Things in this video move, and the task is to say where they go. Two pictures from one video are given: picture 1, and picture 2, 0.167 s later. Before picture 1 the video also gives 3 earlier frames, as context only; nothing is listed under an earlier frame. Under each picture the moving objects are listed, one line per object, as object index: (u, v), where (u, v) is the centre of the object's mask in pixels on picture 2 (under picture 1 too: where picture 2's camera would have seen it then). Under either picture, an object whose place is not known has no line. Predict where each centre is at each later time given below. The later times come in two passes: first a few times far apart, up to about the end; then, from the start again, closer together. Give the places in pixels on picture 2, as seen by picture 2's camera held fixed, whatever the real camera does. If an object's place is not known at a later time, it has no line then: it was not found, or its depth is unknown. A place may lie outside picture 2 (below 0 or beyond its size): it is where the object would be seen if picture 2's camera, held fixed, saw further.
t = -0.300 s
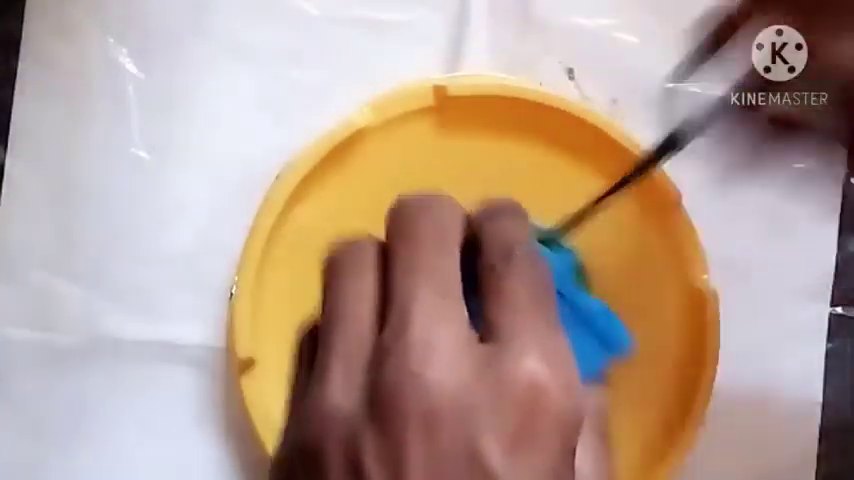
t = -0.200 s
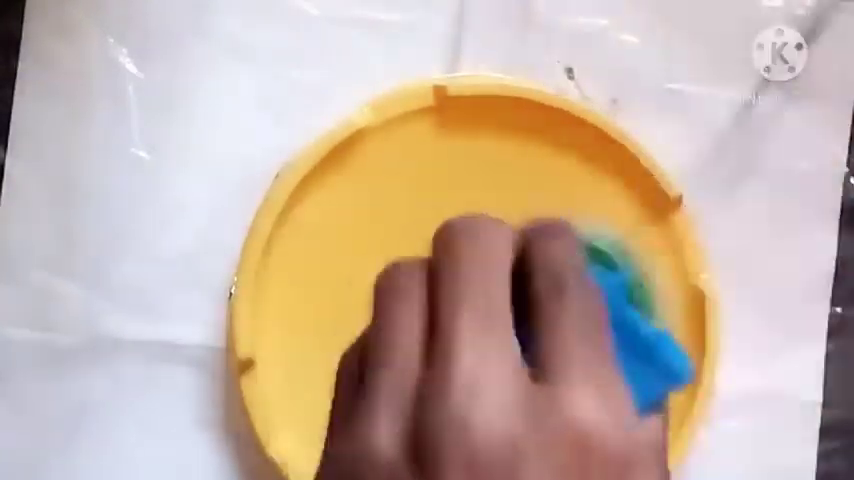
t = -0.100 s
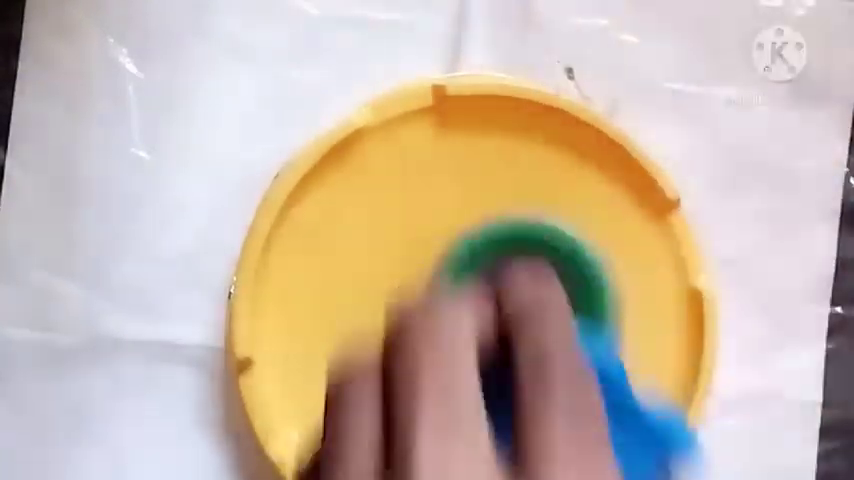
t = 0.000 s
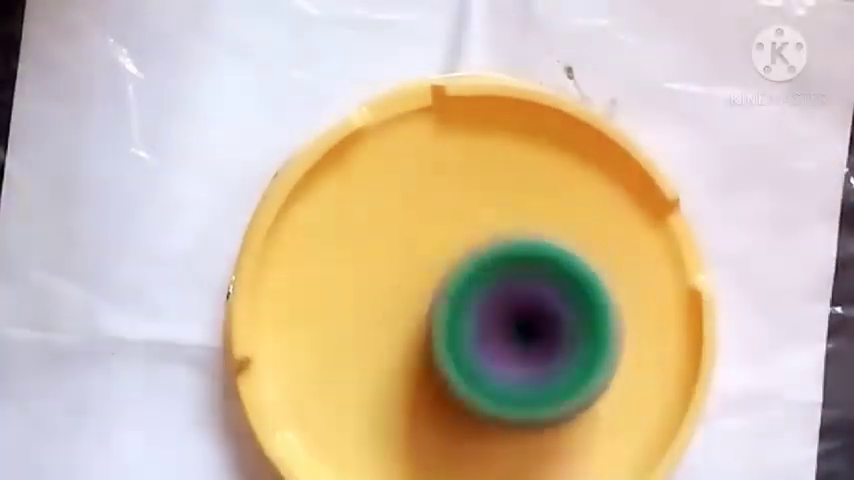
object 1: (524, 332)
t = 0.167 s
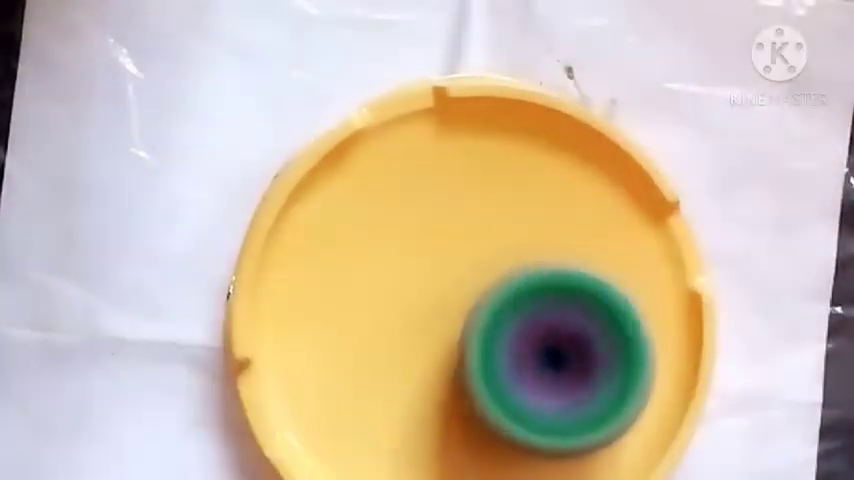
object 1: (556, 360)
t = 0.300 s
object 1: (545, 366)
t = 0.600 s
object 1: (497, 350)
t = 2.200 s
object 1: (521, 275)
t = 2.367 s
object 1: (527, 283)
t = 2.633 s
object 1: (546, 303)
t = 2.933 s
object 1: (551, 322)
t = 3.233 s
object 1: (527, 336)
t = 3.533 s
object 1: (511, 336)
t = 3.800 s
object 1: (498, 327)
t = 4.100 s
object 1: (492, 319)
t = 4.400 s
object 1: (498, 299)
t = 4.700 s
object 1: (501, 293)
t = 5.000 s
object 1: (522, 292)
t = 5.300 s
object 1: (525, 294)
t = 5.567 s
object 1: (525, 312)
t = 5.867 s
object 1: (519, 324)
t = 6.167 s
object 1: (507, 322)
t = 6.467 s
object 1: (497, 313)
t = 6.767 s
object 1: (504, 303)
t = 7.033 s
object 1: (502, 305)
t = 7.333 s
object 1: (513, 300)
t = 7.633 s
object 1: (517, 306)
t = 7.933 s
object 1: (515, 306)
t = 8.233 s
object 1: (517, 316)
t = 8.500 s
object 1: (509, 312)
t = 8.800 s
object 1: (507, 304)
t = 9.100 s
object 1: (508, 309)
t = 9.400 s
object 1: (514, 306)
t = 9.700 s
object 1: (513, 315)
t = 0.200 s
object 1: (556, 363)
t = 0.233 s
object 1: (554, 365)
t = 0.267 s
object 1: (551, 366)
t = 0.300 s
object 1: (545, 366)
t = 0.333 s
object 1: (537, 365)
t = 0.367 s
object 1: (529, 364)
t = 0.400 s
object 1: (520, 362)
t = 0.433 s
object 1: (512, 360)
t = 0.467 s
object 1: (506, 358)
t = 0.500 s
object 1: (501, 355)
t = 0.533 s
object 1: (499, 353)
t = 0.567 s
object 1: (497, 351)
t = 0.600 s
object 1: (497, 350)
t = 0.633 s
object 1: (496, 349)
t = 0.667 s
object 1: (497, 349)
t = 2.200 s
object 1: (521, 275)
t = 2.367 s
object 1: (527, 283)
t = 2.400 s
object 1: (529, 286)
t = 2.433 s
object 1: (531, 288)
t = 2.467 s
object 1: (534, 291)
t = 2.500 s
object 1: (537, 293)
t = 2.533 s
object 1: (540, 296)
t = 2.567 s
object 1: (542, 298)
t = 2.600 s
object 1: (545, 301)
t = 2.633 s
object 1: (546, 303)
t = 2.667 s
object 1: (548, 307)
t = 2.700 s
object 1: (549, 309)
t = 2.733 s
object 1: (550, 312)
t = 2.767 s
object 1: (550, 314)
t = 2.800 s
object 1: (551, 315)
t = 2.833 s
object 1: (551, 317)
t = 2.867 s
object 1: (551, 319)
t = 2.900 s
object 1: (551, 320)
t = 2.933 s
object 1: (551, 322)
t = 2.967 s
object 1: (550, 324)
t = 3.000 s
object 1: (548, 325)
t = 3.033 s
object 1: (546, 327)
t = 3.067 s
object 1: (543, 328)
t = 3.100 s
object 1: (540, 330)
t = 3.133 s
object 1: (537, 331)
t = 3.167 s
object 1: (533, 332)
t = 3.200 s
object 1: (530, 334)
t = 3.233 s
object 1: (527, 336)
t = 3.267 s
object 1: (524, 337)
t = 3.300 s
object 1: (521, 339)
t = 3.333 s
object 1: (518, 340)
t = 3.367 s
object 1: (515, 340)
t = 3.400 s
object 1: (513, 339)
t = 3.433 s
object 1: (512, 339)
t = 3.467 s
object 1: (512, 338)
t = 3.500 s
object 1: (511, 336)
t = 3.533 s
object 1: (511, 336)
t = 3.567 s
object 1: (510, 335)
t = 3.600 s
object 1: (509, 334)
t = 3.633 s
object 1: (508, 333)
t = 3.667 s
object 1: (506, 332)
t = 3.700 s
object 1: (505, 331)
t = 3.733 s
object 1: (502, 330)
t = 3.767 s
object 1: (500, 328)
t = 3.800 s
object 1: (498, 327)
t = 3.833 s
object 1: (495, 326)
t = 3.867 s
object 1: (493, 325)
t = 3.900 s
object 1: (490, 324)
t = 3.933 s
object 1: (489, 322)
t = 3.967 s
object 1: (488, 321)
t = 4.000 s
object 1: (489, 320)
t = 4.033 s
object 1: (490, 319)
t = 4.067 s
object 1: (491, 319)
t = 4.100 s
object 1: (492, 319)
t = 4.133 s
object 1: (493, 318)
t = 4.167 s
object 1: (493, 316)
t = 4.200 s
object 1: (494, 314)
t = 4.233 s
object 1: (494, 311)
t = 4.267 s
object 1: (495, 308)
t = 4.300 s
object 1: (496, 305)
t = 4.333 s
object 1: (497, 302)
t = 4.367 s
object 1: (497, 300)
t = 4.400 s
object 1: (498, 299)
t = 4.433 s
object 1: (498, 298)
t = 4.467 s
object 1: (498, 297)
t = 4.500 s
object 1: (498, 297)
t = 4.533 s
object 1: (498, 298)
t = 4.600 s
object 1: (498, 297)
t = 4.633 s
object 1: (499, 296)
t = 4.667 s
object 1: (500, 295)
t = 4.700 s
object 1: (501, 293)
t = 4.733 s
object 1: (503, 293)
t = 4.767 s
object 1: (505, 292)
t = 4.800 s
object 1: (507, 292)
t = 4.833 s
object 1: (509, 291)
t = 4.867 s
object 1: (511, 291)
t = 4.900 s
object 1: (514, 291)
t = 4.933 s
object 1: (517, 292)
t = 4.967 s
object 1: (520, 292)
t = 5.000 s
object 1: (522, 292)
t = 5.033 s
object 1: (524, 293)
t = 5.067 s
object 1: (525, 293)
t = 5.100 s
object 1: (525, 293)
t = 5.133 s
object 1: (526, 293)
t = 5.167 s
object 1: (526, 293)
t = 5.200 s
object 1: (526, 292)
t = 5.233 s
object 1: (526, 292)
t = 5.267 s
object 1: (526, 293)
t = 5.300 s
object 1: (525, 294)
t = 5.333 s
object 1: (526, 295)
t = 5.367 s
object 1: (526, 297)
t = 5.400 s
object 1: (526, 300)
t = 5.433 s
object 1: (525, 302)
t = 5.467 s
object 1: (526, 305)
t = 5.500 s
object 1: (525, 307)
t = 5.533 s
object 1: (525, 310)
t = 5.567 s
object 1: (525, 312)
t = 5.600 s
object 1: (524, 315)
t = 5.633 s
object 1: (525, 317)
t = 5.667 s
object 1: (525, 318)
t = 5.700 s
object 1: (525, 319)
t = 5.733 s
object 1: (524, 321)
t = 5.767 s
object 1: (524, 321)
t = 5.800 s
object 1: (523, 322)
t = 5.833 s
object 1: (521, 322)
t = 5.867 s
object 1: (519, 324)
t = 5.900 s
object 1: (516, 325)
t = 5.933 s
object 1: (513, 324)
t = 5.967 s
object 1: (511, 323)
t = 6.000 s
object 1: (510, 323)
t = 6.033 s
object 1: (509, 322)
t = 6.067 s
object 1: (508, 321)
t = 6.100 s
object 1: (507, 322)
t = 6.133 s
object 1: (507, 322)
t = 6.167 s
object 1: (507, 322)
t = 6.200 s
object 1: (507, 322)
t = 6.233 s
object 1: (507, 322)
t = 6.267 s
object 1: (506, 321)
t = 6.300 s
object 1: (504, 321)
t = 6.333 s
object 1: (503, 322)
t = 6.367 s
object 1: (501, 321)
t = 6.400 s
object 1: (500, 318)
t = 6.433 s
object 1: (498, 316)
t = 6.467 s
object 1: (497, 313)
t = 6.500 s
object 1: (496, 312)
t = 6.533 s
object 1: (496, 310)
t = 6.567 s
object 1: (497, 307)
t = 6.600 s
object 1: (498, 304)
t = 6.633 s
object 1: (500, 303)
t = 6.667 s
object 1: (500, 304)
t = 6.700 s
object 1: (502, 304)
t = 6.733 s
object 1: (503, 304)
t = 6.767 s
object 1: (504, 303)
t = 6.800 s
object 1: (504, 303)
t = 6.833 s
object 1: (504, 305)
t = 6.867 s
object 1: (504, 306)
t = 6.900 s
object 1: (504, 306)
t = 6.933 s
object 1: (503, 305)
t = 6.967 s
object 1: (501, 307)
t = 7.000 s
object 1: (501, 306)
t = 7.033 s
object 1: (502, 305)
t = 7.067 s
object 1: (502, 302)
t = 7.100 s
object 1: (501, 302)
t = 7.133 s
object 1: (503, 302)
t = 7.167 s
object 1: (505, 301)
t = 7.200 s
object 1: (507, 300)
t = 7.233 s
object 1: (507, 300)
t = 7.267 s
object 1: (509, 301)
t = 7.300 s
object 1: (512, 301)
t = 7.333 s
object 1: (513, 300)
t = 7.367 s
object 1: (514, 302)
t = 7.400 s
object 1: (515, 303)
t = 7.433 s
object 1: (517, 303)
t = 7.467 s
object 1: (517, 302)
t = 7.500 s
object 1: (517, 304)
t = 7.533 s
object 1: (517, 304)
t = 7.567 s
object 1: (518, 303)
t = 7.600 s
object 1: (517, 304)
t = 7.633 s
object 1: (517, 306)
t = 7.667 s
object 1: (518, 305)
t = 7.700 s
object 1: (517, 305)
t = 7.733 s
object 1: (515, 308)
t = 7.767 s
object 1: (514, 308)
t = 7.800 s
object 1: (515, 306)
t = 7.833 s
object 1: (514, 307)
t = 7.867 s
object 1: (514, 308)
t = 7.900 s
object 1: (516, 306)
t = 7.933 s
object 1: (515, 306)
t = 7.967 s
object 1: (515, 309)
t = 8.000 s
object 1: (518, 308)
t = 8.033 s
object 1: (518, 308)
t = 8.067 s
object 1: (518, 312)
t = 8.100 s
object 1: (519, 312)
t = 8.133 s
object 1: (520, 313)
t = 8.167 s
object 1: (518, 317)
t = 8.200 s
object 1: (519, 316)
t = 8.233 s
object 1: (517, 316)
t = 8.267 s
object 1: (515, 320)
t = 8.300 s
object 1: (516, 318)
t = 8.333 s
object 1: (513, 317)
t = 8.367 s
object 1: (511, 320)
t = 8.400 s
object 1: (512, 316)
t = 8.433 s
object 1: (509, 315)
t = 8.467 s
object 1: (508, 316)
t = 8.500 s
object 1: (509, 312)
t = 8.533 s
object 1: (507, 311)
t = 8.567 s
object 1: (506, 310)
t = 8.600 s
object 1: (506, 306)
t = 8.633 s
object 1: (504, 307)
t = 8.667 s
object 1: (505, 306)
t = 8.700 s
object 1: (505, 303)
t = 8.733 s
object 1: (505, 306)
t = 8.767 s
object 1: (508, 304)
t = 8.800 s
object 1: (507, 304)
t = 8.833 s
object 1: (508, 306)
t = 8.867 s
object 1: (511, 305)
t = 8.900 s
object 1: (509, 308)
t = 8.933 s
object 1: (511, 308)
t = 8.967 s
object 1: (511, 307)
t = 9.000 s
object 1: (509, 310)
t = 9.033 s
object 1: (510, 307)
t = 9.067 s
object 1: (507, 309)
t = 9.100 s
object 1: (508, 309)
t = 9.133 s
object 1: (508, 306)
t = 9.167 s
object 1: (506, 308)
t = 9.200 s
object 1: (508, 304)
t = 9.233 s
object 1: (507, 304)
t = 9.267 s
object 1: (509, 304)
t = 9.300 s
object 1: (510, 302)
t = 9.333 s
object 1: (511, 305)
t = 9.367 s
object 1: (514, 302)
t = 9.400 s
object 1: (514, 306)
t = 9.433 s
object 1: (518, 304)
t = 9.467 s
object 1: (517, 306)
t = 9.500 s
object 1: (519, 310)
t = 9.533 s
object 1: (519, 309)
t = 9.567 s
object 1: (519, 314)
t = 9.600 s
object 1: (519, 312)
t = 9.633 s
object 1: (516, 317)
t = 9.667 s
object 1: (518, 314)
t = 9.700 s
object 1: (513, 315)
